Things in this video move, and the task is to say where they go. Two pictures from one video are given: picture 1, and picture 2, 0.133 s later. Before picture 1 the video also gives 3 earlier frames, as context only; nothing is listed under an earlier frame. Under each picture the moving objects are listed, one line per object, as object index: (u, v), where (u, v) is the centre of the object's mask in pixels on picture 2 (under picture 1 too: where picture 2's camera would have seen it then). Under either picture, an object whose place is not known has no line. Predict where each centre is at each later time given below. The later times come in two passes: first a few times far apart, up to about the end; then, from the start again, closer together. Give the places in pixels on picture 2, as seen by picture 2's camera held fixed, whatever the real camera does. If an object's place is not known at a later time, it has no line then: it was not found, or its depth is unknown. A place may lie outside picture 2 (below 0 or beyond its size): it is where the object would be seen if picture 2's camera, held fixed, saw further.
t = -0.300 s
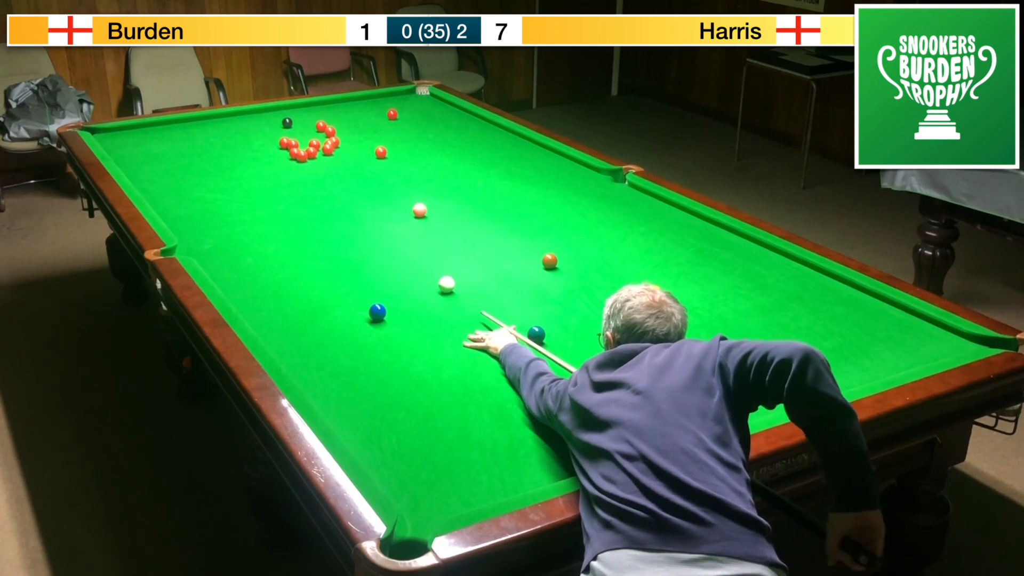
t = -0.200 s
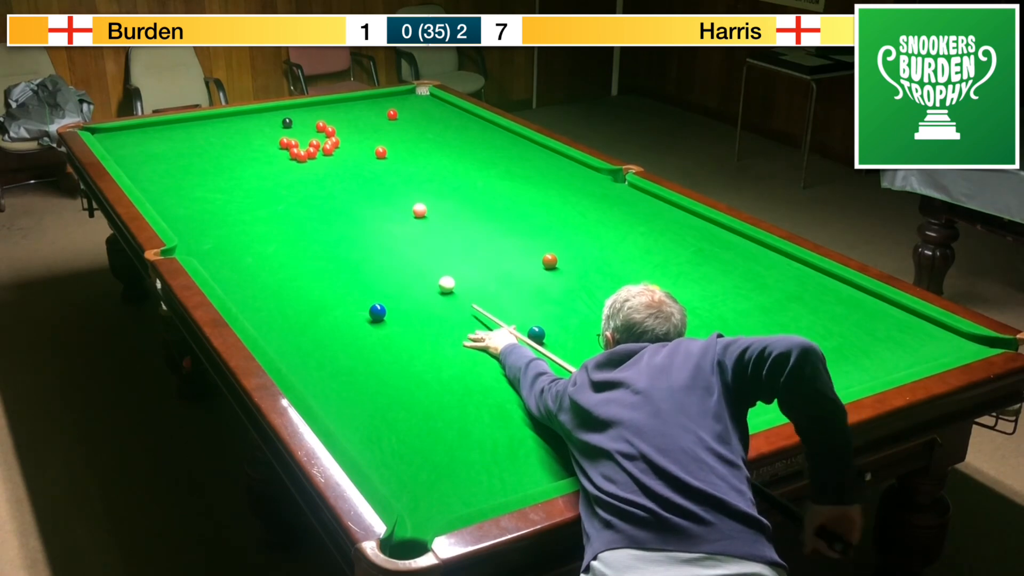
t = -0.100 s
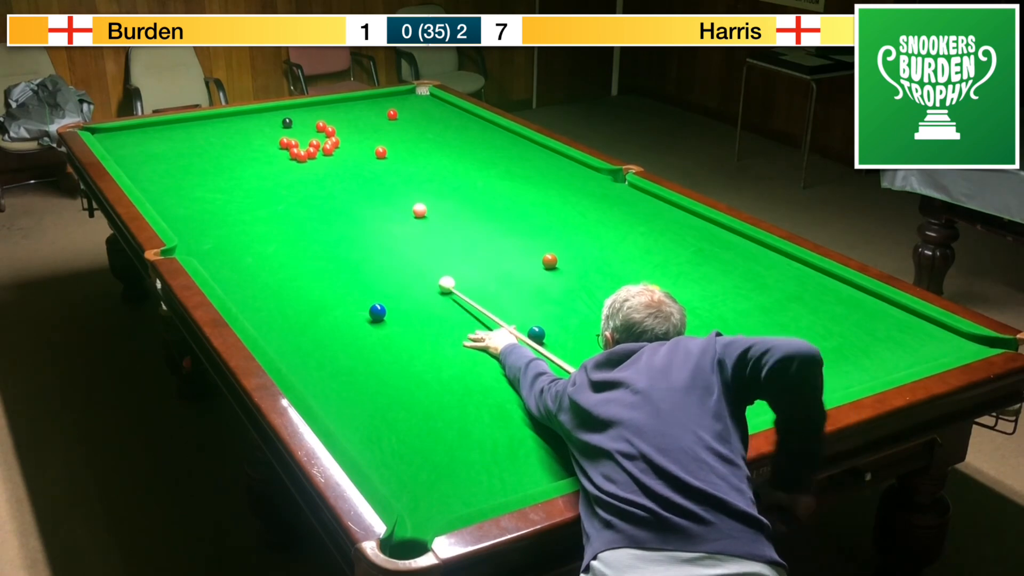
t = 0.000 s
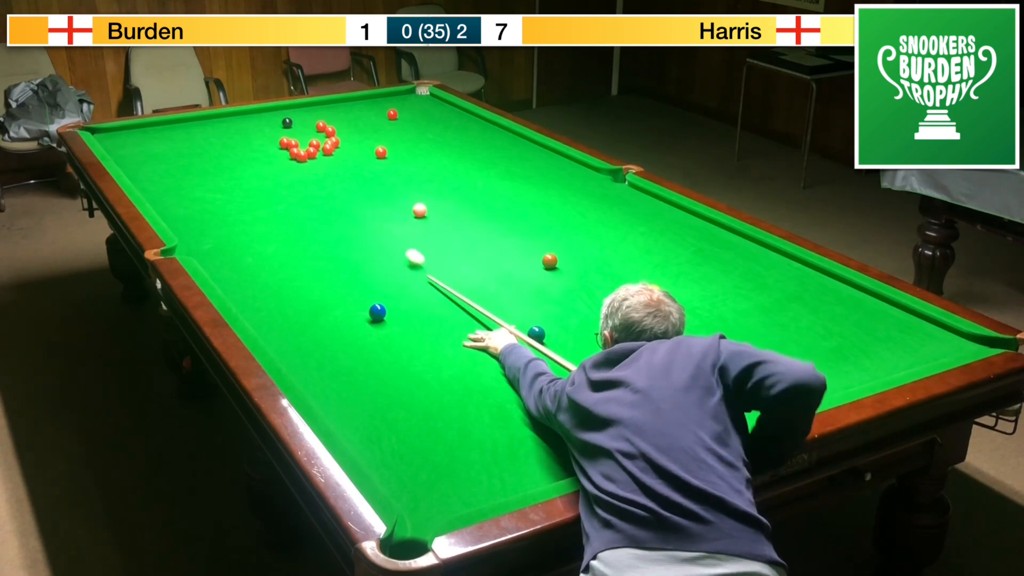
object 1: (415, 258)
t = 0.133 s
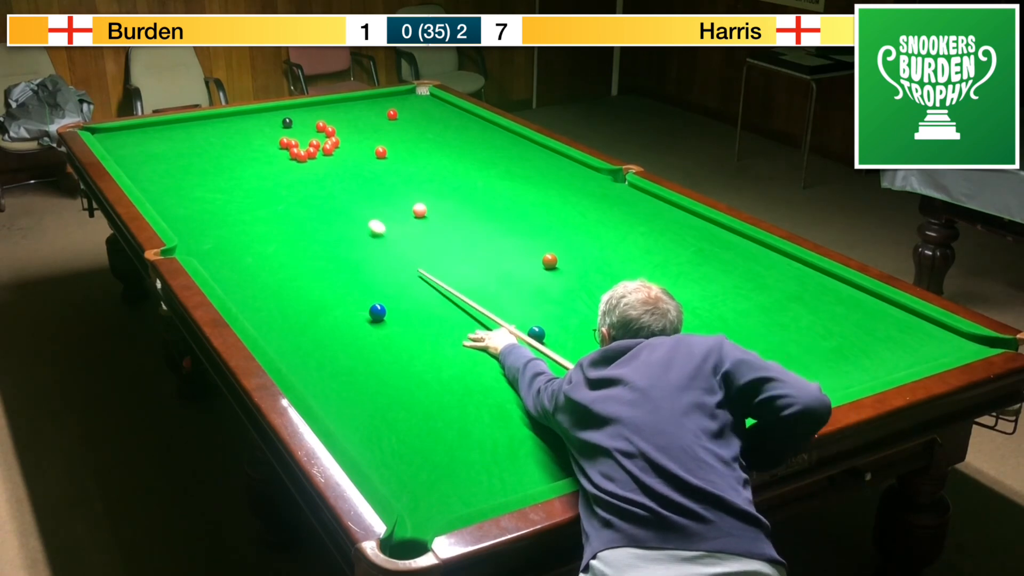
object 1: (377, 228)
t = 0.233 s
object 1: (354, 210)
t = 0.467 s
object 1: (312, 177)
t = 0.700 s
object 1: (278, 151)
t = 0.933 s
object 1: (248, 128)
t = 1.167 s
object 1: (232, 118)
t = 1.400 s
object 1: (242, 133)
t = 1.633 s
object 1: (251, 148)
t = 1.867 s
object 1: (261, 163)
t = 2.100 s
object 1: (271, 180)
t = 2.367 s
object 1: (283, 200)
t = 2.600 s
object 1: (295, 219)
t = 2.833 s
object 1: (306, 239)
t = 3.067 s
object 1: (319, 261)
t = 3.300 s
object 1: (332, 284)
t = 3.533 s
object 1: (346, 309)
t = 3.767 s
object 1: (361, 335)
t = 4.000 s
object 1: (376, 365)
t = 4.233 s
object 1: (392, 394)
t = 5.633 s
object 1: (390, 458)
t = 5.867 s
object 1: (374, 444)
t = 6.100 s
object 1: (357, 431)
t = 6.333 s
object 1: (342, 420)
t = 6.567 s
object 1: (329, 409)
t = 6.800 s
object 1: (322, 400)
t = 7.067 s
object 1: (317, 391)
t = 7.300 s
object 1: (313, 385)
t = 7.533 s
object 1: (310, 380)
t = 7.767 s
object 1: (307, 376)
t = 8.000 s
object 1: (306, 373)
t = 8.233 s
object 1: (305, 370)
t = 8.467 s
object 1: (305, 370)
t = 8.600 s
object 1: (302, 368)
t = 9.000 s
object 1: (307, 373)
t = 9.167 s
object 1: (303, 368)
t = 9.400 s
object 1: (305, 370)
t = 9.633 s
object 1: (304, 370)
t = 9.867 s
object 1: (304, 370)
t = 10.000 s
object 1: (304, 370)
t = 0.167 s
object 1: (369, 221)
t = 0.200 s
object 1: (361, 215)
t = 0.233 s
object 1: (354, 210)
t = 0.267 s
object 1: (347, 205)
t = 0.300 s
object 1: (341, 200)
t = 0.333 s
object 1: (335, 195)
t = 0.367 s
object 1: (329, 190)
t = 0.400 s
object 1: (323, 186)
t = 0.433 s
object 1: (318, 182)
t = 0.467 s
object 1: (312, 177)
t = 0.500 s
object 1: (307, 173)
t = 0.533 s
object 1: (302, 169)
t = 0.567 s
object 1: (297, 165)
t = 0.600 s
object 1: (292, 162)
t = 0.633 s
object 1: (287, 158)
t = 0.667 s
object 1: (282, 155)
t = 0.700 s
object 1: (278, 151)
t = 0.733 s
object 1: (273, 147)
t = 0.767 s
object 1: (269, 144)
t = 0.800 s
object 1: (264, 141)
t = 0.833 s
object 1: (260, 137)
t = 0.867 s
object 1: (256, 135)
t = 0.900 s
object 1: (252, 131)
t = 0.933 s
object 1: (248, 128)
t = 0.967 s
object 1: (244, 125)
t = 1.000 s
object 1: (240, 122)
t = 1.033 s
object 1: (237, 119)
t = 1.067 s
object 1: (233, 117)
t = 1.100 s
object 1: (229, 114)
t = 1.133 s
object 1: (230, 116)
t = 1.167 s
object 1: (232, 118)
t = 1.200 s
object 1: (234, 120)
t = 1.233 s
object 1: (235, 123)
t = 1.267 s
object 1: (237, 125)
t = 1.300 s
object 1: (238, 127)
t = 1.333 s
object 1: (239, 129)
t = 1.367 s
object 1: (241, 131)
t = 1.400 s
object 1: (242, 133)
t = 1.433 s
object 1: (243, 135)
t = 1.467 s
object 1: (245, 137)
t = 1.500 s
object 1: (246, 139)
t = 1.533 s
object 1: (247, 141)
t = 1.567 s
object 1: (249, 143)
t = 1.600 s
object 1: (250, 145)
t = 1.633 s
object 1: (251, 148)
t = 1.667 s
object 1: (253, 150)
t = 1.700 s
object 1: (254, 152)
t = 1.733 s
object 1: (256, 154)
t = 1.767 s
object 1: (257, 156)
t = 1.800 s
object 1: (258, 158)
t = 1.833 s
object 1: (260, 161)
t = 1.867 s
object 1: (261, 163)
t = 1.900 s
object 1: (263, 165)
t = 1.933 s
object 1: (264, 168)
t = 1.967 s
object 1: (265, 170)
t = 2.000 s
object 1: (267, 172)
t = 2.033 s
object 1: (268, 175)
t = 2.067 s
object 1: (270, 177)
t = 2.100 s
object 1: (271, 180)
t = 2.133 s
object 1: (273, 182)
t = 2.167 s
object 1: (274, 185)
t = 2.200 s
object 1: (276, 187)
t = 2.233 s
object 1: (277, 190)
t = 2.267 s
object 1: (279, 192)
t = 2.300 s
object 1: (280, 195)
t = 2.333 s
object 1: (282, 197)
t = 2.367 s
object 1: (283, 200)
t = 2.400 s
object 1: (285, 202)
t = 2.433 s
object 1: (287, 205)
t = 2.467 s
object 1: (288, 208)
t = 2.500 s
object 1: (290, 211)
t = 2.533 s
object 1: (291, 213)
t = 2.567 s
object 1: (293, 216)
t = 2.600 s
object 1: (295, 219)
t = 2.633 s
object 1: (296, 222)
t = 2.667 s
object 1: (298, 225)
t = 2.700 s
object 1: (300, 227)
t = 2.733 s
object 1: (301, 230)
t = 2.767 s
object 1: (303, 233)
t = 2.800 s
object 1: (305, 236)
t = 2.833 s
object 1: (306, 239)
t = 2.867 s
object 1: (308, 242)
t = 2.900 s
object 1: (310, 245)
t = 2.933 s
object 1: (312, 248)
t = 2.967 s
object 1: (313, 251)
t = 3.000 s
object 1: (315, 255)
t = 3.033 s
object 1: (317, 258)
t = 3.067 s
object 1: (319, 261)
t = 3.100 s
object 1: (321, 264)
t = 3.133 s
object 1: (323, 267)
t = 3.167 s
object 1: (324, 271)
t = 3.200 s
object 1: (326, 274)
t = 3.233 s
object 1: (328, 277)
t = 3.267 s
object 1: (330, 281)
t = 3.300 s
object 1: (332, 284)
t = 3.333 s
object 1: (334, 288)
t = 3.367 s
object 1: (336, 291)
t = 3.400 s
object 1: (338, 295)
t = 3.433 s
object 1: (340, 298)
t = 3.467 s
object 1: (342, 302)
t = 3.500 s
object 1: (344, 305)
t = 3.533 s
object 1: (346, 309)
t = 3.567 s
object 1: (348, 313)
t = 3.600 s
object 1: (350, 316)
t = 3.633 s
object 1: (352, 320)
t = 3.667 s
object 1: (354, 324)
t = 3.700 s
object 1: (356, 328)
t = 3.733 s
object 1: (358, 331)
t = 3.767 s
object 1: (361, 335)
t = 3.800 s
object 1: (363, 340)
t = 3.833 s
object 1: (365, 344)
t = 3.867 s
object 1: (367, 348)
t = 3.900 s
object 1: (369, 352)
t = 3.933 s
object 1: (372, 356)
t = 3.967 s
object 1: (374, 360)
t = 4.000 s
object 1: (376, 365)
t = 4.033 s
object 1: (379, 369)
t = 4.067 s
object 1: (381, 373)
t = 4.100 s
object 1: (384, 377)
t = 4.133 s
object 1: (386, 382)
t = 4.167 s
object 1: (388, 386)
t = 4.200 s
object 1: (391, 390)
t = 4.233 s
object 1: (392, 394)
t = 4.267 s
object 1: (393, 398)
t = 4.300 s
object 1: (393, 402)
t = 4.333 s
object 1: (394, 404)
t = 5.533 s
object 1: (393, 462)
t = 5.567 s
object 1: (392, 462)
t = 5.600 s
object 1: (391, 460)
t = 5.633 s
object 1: (390, 458)
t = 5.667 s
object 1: (388, 456)
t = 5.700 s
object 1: (387, 454)
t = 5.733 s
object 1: (384, 452)
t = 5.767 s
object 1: (381, 450)
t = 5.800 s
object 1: (379, 447)
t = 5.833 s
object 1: (376, 445)
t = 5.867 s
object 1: (374, 444)
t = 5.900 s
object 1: (371, 441)
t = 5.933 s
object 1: (369, 440)
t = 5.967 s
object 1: (366, 438)
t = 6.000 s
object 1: (364, 436)
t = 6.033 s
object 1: (362, 434)
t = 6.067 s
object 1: (359, 433)
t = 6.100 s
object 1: (357, 431)
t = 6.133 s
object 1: (355, 429)
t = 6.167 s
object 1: (353, 428)
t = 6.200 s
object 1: (350, 426)
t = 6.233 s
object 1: (348, 424)
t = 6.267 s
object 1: (346, 423)
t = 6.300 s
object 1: (344, 421)
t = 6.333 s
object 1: (342, 420)
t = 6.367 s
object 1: (340, 418)
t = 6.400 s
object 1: (338, 417)
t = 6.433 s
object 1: (337, 415)
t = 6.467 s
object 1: (335, 414)
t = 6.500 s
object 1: (333, 412)
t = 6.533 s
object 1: (331, 411)
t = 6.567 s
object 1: (329, 409)
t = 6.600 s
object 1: (328, 408)
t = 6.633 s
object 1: (326, 406)
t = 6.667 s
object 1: (325, 405)
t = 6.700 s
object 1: (324, 404)
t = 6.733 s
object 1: (323, 403)
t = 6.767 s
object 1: (323, 401)
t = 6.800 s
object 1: (322, 400)
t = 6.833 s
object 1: (321, 399)
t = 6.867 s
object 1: (320, 398)
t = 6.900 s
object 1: (320, 396)
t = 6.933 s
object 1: (319, 396)
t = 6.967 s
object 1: (318, 395)
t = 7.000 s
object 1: (318, 394)
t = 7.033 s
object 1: (317, 392)
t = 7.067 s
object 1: (317, 391)
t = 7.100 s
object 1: (316, 391)
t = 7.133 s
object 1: (316, 390)
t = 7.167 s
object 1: (315, 389)
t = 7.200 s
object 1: (314, 388)
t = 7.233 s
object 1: (314, 387)
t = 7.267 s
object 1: (313, 386)
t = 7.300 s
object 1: (313, 385)
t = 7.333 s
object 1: (313, 384)
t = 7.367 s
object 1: (312, 383)
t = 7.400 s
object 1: (312, 383)
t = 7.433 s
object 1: (311, 382)
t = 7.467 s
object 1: (311, 381)
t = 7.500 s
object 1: (310, 381)
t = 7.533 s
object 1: (310, 380)
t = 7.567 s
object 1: (309, 380)
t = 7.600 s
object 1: (309, 379)
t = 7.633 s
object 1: (308, 378)
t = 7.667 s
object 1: (308, 378)
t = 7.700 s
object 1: (308, 377)
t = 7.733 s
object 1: (307, 377)
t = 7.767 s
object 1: (307, 376)
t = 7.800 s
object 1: (307, 376)
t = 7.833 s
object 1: (306, 375)
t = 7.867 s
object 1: (306, 375)
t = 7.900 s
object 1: (306, 374)
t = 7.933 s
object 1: (306, 374)
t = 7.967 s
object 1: (306, 373)
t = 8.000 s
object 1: (306, 373)
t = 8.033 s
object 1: (305, 372)
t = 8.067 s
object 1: (305, 372)
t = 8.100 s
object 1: (305, 372)
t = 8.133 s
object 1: (305, 372)
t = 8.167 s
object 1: (305, 371)
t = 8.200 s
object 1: (305, 371)
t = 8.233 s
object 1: (305, 370)
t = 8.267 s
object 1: (305, 370)
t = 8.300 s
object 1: (305, 370)
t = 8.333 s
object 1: (305, 370)
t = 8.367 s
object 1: (305, 370)
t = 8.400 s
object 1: (305, 370)
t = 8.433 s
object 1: (305, 370)
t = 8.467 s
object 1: (305, 370)
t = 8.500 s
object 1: (305, 370)
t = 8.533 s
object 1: (305, 369)
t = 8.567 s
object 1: (305, 369)
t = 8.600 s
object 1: (302, 368)
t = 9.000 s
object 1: (307, 373)
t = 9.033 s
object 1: (305, 370)
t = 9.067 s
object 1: (305, 370)
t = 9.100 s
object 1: (305, 370)
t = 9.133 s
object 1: (304, 370)
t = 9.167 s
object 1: (303, 368)
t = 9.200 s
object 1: (307, 369)
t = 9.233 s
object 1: (305, 370)
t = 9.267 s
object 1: (305, 370)
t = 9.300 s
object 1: (305, 370)
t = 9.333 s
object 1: (305, 369)
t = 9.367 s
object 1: (304, 369)
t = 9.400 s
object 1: (305, 370)
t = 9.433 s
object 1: (305, 370)
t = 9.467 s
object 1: (304, 370)
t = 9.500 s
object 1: (304, 370)
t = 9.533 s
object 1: (304, 370)
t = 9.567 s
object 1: (304, 370)
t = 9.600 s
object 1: (304, 370)
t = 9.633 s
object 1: (304, 370)
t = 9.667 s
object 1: (304, 370)
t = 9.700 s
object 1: (304, 370)
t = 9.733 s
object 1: (304, 370)
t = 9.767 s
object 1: (304, 370)
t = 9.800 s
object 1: (304, 370)
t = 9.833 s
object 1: (304, 370)
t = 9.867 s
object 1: (304, 370)
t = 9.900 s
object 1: (304, 370)
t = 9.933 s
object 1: (304, 370)
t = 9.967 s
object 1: (304, 370)
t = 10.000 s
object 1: (304, 370)
